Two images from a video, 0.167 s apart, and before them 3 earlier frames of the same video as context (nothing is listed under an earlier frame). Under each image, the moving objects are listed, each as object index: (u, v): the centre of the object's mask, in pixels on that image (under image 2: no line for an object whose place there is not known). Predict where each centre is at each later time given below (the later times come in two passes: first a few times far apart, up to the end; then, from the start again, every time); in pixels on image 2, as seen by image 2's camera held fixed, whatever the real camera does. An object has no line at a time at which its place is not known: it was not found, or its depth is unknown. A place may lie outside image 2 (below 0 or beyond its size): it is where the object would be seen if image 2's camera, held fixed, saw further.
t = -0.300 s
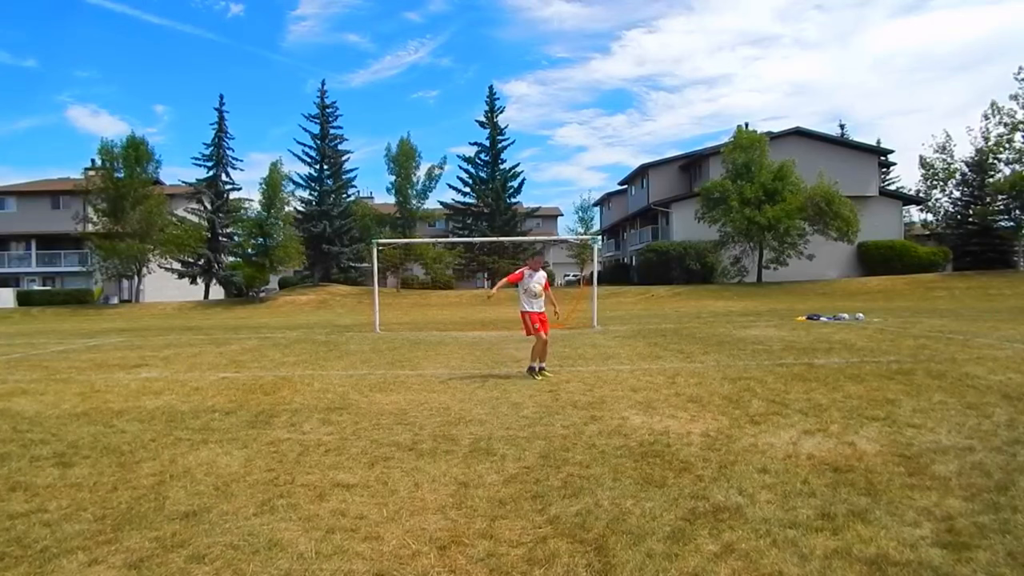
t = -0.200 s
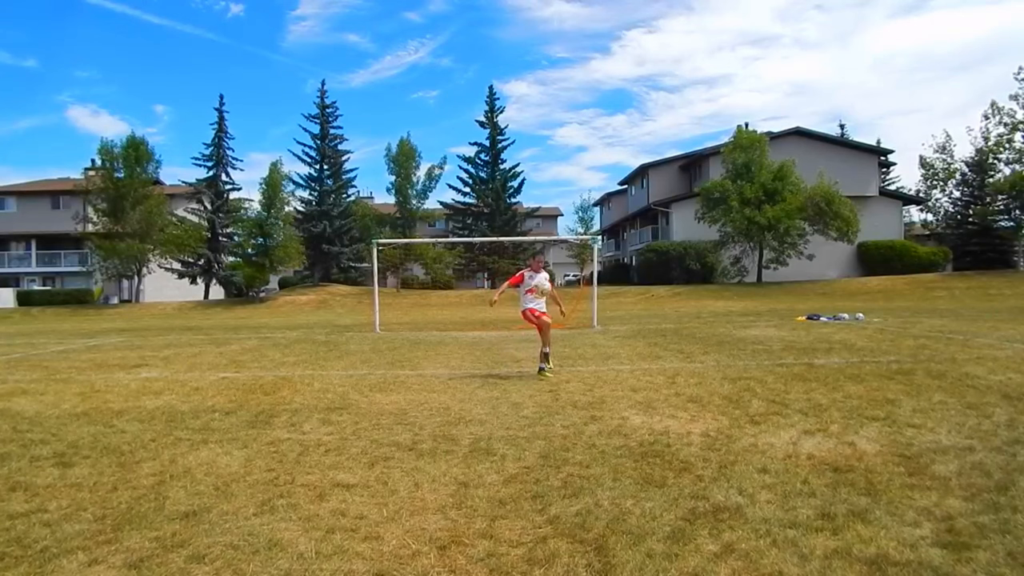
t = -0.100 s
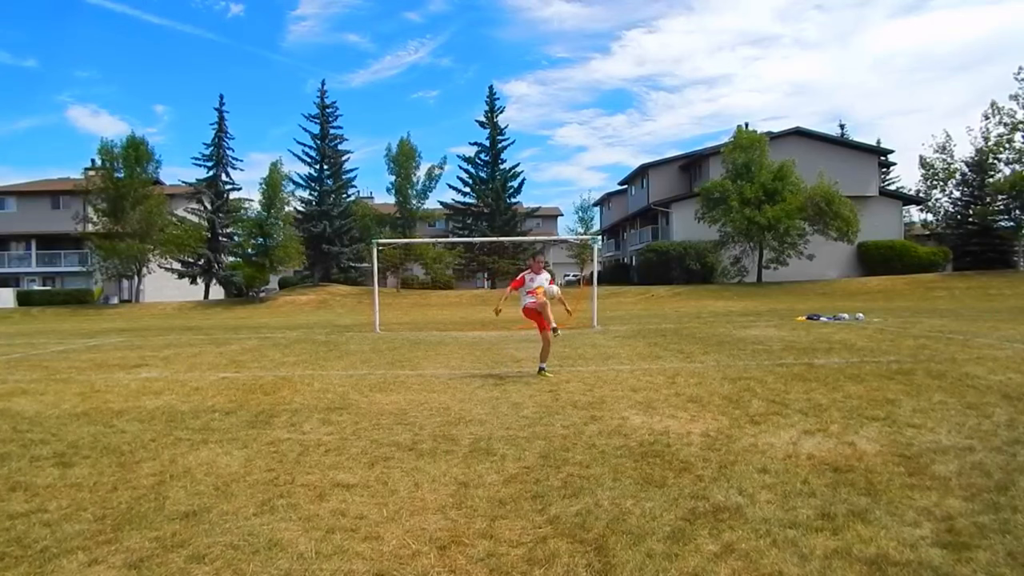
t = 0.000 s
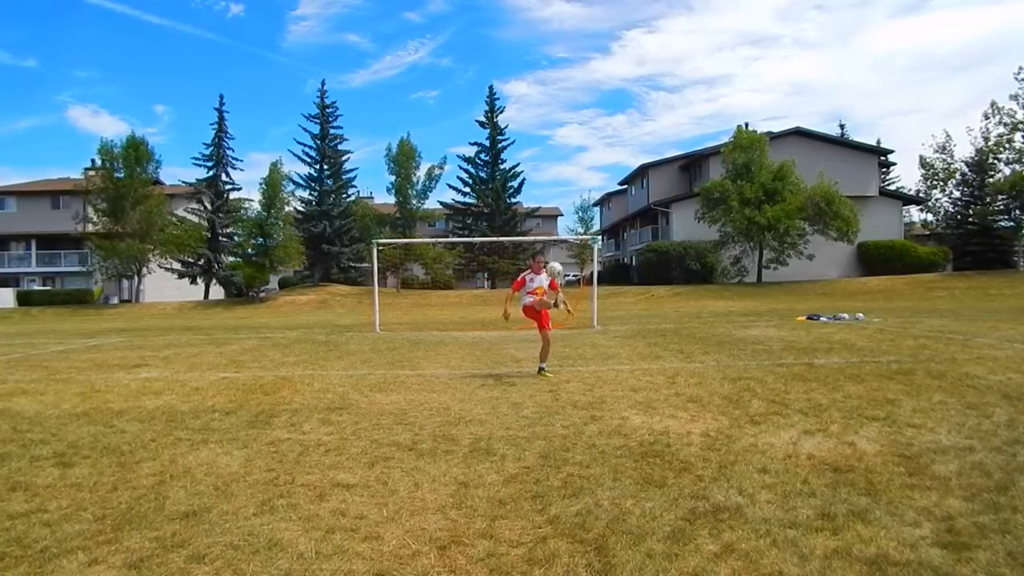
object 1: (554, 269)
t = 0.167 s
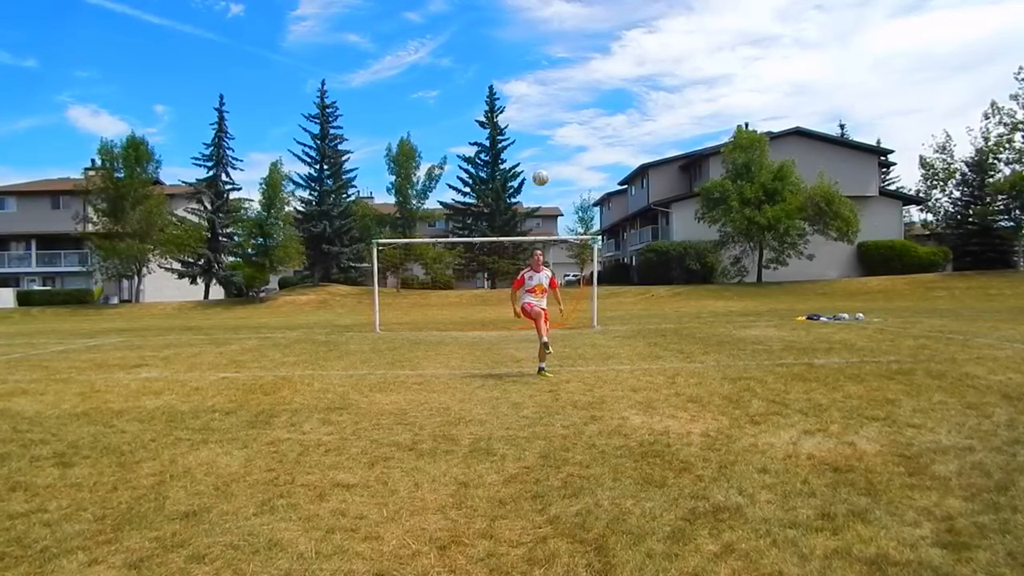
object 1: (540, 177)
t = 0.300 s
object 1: (530, 121)
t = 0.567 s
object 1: (514, 50)
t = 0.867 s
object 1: (499, 34)
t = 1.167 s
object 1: (485, 80)
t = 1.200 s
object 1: (485, 90)
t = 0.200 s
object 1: (537, 162)
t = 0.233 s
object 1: (535, 147)
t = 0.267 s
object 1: (532, 134)
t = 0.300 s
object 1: (530, 121)
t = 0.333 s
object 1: (528, 109)
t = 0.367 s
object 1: (526, 98)
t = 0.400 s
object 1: (524, 88)
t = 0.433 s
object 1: (522, 78)
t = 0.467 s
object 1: (520, 69)
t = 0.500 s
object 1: (518, 62)
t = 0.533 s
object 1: (516, 55)
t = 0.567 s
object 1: (514, 50)
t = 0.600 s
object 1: (512, 44)
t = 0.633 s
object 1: (510, 40)
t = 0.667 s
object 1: (509, 37)
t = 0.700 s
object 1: (507, 34)
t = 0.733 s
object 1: (505, 33)
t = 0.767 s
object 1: (503, 31)
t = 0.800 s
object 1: (502, 31)
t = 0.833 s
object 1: (500, 32)
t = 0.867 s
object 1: (499, 34)
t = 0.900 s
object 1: (497, 35)
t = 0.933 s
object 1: (495, 38)
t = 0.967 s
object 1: (494, 42)
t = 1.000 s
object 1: (492, 47)
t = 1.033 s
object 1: (491, 52)
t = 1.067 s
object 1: (490, 58)
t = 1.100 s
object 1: (488, 65)
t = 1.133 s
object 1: (487, 72)
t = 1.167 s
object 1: (485, 80)
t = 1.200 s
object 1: (485, 90)
